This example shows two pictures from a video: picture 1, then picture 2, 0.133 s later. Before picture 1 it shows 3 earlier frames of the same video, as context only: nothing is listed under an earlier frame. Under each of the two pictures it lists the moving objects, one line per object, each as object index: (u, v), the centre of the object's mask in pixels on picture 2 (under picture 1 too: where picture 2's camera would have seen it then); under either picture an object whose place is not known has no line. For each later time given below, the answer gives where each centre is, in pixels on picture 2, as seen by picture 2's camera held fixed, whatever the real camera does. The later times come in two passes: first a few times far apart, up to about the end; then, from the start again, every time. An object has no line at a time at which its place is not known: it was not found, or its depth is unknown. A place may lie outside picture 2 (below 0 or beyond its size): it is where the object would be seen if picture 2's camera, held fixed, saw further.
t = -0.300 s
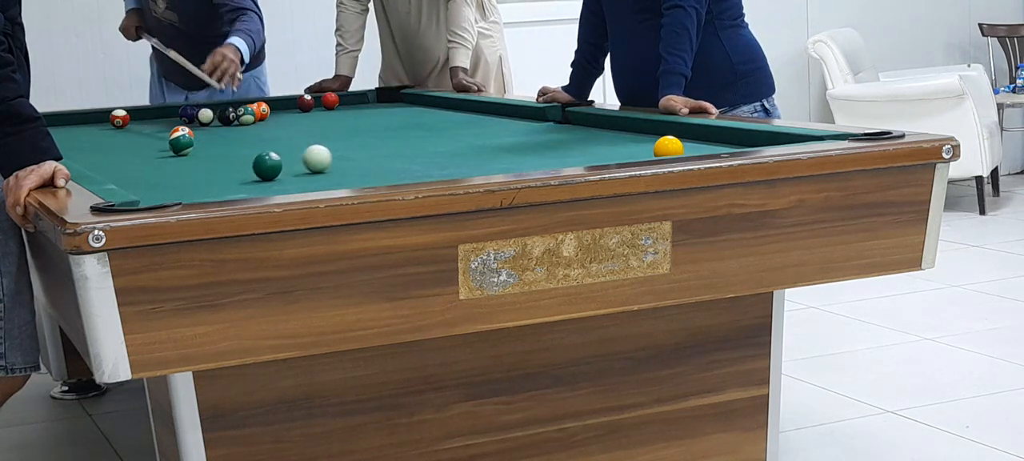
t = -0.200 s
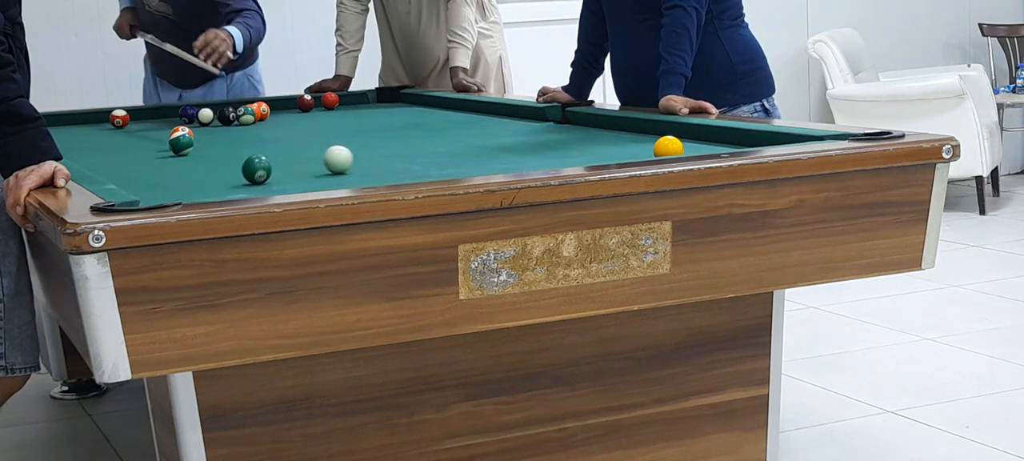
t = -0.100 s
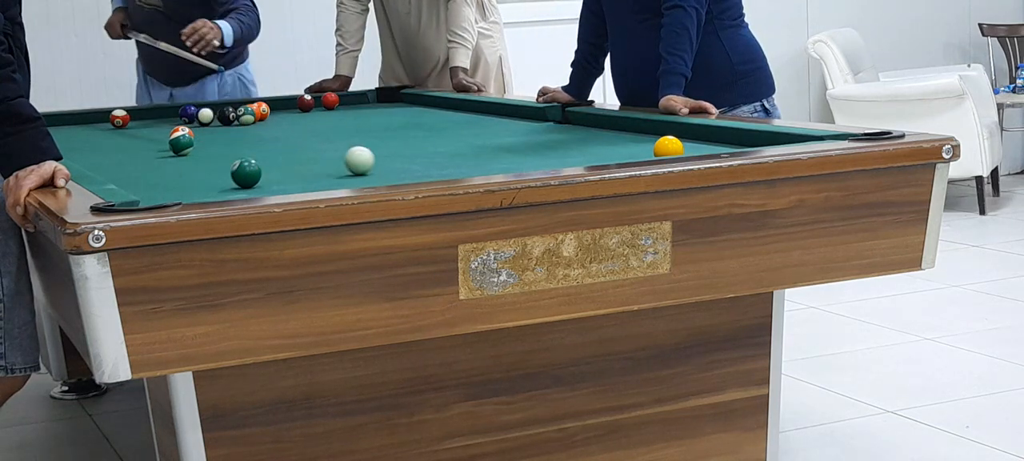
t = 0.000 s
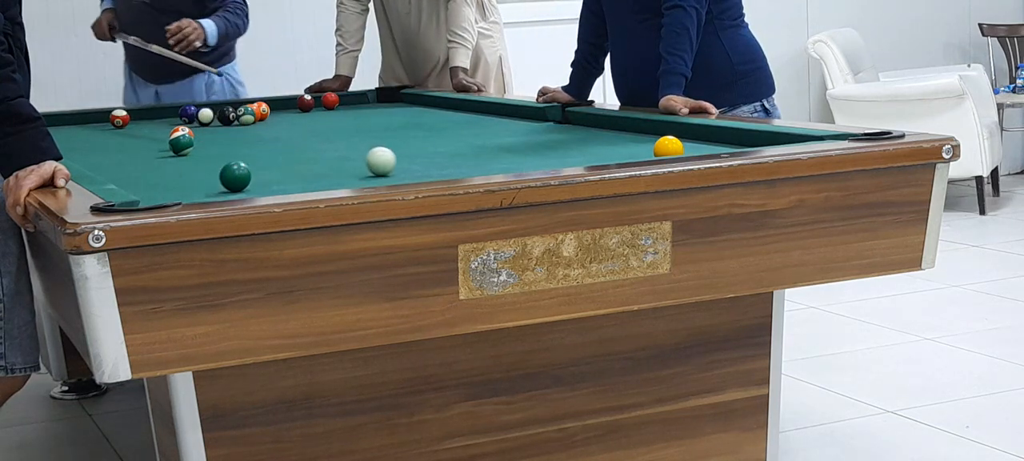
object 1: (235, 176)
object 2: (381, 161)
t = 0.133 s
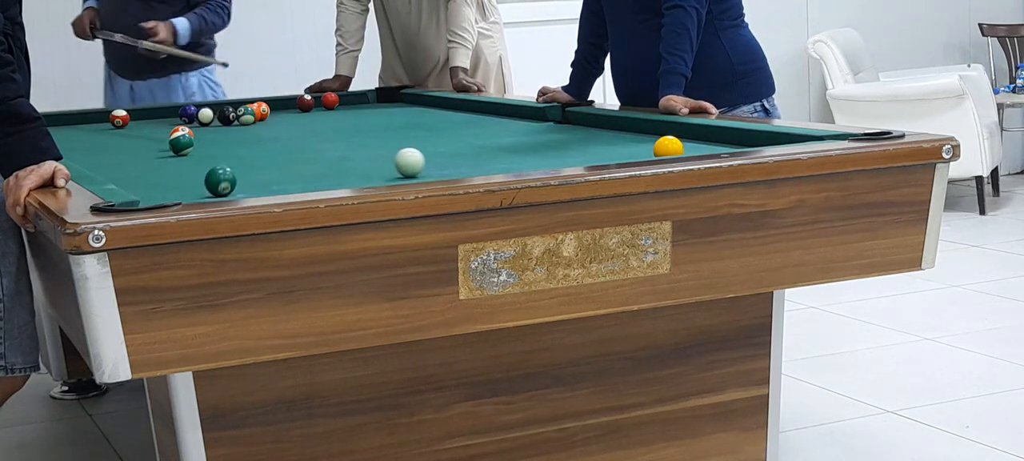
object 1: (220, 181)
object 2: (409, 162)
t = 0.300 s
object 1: (201, 186)
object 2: (445, 163)
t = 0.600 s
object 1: (166, 193)
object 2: (510, 162)
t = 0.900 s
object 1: (170, 195)
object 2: (575, 160)
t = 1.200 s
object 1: (199, 194)
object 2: (591, 158)
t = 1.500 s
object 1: (220, 193)
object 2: (593, 156)
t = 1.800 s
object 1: (232, 191)
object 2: (595, 154)
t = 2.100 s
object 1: (239, 190)
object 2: (597, 152)
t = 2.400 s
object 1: (243, 189)
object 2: (598, 151)
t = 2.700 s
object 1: (243, 189)
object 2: (600, 149)
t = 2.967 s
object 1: (242, 189)
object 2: (602, 148)
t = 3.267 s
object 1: (243, 189)
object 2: (605, 148)
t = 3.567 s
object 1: (243, 189)
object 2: (607, 148)
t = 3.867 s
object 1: (242, 189)
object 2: (607, 148)
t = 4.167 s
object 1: (242, 189)
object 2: (607, 148)
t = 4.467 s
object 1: (243, 189)
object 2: (607, 148)
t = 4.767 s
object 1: (242, 189)
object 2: (607, 148)
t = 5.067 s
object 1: (242, 189)
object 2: (607, 148)
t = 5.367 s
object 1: (242, 189)
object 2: (607, 148)
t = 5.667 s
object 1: (243, 189)
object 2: (607, 148)
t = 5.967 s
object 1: (243, 189)
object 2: (607, 147)
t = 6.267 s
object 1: (243, 189)
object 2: (607, 148)
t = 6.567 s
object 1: (243, 189)
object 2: (607, 148)
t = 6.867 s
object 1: (243, 189)
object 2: (607, 148)
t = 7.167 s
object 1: (243, 189)
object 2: (607, 148)
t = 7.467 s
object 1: (243, 189)
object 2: (607, 148)
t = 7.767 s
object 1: (243, 189)
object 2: (607, 148)
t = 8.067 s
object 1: (243, 189)
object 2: (607, 148)
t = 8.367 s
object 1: (243, 189)
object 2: (607, 148)
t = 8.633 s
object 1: (243, 189)
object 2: (607, 148)
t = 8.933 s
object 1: (243, 189)
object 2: (607, 148)
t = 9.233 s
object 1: (243, 189)
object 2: (607, 148)
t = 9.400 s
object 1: (243, 189)
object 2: (607, 148)
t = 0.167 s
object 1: (216, 182)
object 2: (416, 163)
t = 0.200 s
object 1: (213, 182)
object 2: (424, 163)
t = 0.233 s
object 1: (209, 183)
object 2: (431, 163)
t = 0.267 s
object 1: (205, 185)
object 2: (438, 163)
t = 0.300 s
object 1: (201, 186)
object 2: (445, 163)
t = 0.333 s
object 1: (198, 186)
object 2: (452, 163)
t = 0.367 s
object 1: (194, 187)
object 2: (460, 163)
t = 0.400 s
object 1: (190, 188)
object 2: (467, 163)
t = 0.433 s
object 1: (186, 189)
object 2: (474, 163)
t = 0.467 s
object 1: (182, 190)
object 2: (481, 162)
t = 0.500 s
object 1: (178, 191)
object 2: (488, 162)
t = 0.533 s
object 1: (174, 192)
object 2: (495, 162)
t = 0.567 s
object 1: (170, 192)
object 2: (503, 162)
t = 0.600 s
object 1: (166, 193)
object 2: (510, 162)
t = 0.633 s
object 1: (161, 194)
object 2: (517, 162)
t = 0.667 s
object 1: (157, 195)
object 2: (524, 162)
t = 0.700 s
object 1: (154, 196)
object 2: (532, 162)
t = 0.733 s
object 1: (154, 196)
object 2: (539, 161)
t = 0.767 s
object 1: (156, 196)
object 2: (546, 161)
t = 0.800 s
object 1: (159, 196)
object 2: (553, 161)
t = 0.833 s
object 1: (163, 196)
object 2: (560, 160)
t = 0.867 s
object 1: (166, 196)
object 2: (567, 160)
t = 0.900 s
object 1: (170, 195)
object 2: (575, 160)
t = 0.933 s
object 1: (173, 195)
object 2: (582, 160)
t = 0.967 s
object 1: (177, 195)
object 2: (587, 160)
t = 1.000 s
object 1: (181, 195)
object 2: (588, 159)
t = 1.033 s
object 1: (183, 195)
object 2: (588, 159)
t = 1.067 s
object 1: (187, 195)
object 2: (589, 159)
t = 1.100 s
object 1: (190, 195)
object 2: (589, 159)
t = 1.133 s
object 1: (193, 195)
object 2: (589, 159)
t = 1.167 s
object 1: (196, 195)
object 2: (590, 158)
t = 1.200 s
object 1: (199, 194)
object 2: (591, 158)
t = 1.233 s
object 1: (203, 195)
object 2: (591, 158)
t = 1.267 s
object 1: (206, 194)
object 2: (591, 158)
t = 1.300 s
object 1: (210, 194)
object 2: (592, 157)
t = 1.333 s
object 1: (212, 194)
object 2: (592, 157)
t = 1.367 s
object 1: (213, 194)
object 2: (592, 157)
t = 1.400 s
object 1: (214, 193)
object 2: (592, 157)
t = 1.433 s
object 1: (216, 193)
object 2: (593, 156)
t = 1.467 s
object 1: (218, 193)
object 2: (593, 156)
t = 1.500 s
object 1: (220, 193)
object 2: (593, 156)
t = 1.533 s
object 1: (222, 193)
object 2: (593, 156)
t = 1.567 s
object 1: (223, 192)
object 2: (594, 156)
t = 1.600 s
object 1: (225, 192)
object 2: (594, 155)
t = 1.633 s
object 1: (226, 192)
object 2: (594, 155)
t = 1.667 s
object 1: (227, 192)
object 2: (595, 155)
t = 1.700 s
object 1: (229, 191)
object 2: (595, 155)
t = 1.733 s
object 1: (230, 191)
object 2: (595, 155)
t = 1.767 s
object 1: (231, 191)
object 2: (595, 154)
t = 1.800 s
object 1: (232, 191)
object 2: (595, 154)
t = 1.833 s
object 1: (233, 191)
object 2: (595, 154)
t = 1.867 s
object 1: (234, 191)
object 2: (595, 154)
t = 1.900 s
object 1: (234, 191)
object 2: (596, 153)
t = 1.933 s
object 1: (235, 190)
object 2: (596, 153)
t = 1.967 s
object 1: (236, 190)
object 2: (596, 153)
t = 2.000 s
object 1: (237, 190)
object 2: (596, 153)
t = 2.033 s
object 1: (237, 190)
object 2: (596, 153)
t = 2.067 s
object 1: (238, 190)
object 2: (597, 152)
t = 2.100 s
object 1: (239, 190)
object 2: (597, 152)
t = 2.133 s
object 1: (239, 190)
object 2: (597, 152)
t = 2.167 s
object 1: (240, 190)
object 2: (597, 152)
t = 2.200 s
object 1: (240, 190)
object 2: (597, 152)
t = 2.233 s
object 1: (240, 190)
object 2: (597, 151)
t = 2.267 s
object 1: (241, 190)
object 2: (597, 151)
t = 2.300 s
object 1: (241, 190)
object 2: (597, 151)
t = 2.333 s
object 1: (242, 190)
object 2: (598, 151)
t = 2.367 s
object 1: (242, 189)
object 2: (598, 151)
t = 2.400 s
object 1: (243, 189)
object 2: (598, 151)
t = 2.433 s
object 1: (243, 189)
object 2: (598, 150)
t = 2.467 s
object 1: (243, 189)
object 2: (598, 150)
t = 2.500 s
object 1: (244, 189)
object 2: (598, 150)
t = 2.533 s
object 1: (244, 189)
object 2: (599, 150)
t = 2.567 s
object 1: (244, 189)
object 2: (599, 150)
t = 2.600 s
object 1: (243, 189)
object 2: (599, 150)
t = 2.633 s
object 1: (243, 189)
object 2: (599, 150)
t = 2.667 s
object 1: (243, 189)
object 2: (599, 150)
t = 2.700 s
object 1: (243, 189)
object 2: (600, 149)
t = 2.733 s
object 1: (243, 189)
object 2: (600, 149)
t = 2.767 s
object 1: (242, 189)
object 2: (600, 149)
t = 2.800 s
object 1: (242, 189)
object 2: (600, 149)
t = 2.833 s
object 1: (242, 189)
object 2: (601, 149)
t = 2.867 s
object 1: (242, 189)
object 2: (601, 149)
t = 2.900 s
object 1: (242, 189)
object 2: (602, 149)
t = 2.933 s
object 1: (242, 189)
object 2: (602, 149)
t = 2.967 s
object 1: (242, 189)
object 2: (602, 148)
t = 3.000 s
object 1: (242, 189)
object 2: (603, 148)
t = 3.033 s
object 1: (242, 189)
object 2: (603, 148)
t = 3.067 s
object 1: (242, 189)
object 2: (603, 148)
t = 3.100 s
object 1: (242, 189)
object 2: (604, 148)
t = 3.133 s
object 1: (242, 189)
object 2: (604, 148)
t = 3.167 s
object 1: (243, 189)
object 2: (604, 148)
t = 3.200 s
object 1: (243, 189)
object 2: (605, 148)
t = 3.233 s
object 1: (243, 189)
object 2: (605, 148)
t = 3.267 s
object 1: (243, 189)
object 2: (605, 148)
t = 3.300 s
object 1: (242, 189)
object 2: (605, 148)
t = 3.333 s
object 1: (242, 189)
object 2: (606, 148)
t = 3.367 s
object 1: (242, 189)
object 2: (606, 148)
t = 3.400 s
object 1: (242, 189)
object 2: (606, 148)
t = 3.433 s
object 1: (242, 189)
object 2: (606, 148)
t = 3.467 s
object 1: (242, 189)
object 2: (607, 148)
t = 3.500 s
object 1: (243, 189)
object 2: (607, 148)
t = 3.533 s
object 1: (243, 189)
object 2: (607, 148)
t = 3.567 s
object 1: (243, 189)
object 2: (607, 148)
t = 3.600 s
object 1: (242, 189)
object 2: (607, 148)
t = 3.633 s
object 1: (242, 189)
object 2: (607, 148)
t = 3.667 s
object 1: (242, 189)
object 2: (607, 148)
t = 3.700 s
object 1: (242, 189)
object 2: (607, 148)
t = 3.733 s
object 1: (242, 189)
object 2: (607, 148)
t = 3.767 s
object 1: (242, 189)
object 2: (607, 148)
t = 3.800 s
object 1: (242, 189)
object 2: (607, 148)
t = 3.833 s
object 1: (242, 189)
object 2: (606, 148)
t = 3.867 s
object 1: (242, 189)
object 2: (607, 148)
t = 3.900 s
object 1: (242, 189)
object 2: (607, 148)
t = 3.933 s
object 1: (242, 189)
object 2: (607, 148)
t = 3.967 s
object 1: (242, 189)
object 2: (607, 148)
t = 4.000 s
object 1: (242, 189)
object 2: (607, 148)
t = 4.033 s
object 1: (242, 189)
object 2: (607, 148)
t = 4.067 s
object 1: (242, 189)
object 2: (607, 148)
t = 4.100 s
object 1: (243, 189)
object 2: (607, 148)
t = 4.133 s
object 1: (242, 189)
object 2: (607, 148)
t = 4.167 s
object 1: (242, 189)
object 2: (607, 148)
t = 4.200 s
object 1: (242, 189)
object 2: (607, 148)
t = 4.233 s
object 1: (242, 189)
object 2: (607, 148)
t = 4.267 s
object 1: (242, 189)
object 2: (607, 148)
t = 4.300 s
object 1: (242, 189)
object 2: (607, 148)
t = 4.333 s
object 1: (242, 189)
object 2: (607, 148)
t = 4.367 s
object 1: (242, 189)
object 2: (607, 148)
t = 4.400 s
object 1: (243, 189)
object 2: (607, 148)
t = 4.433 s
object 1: (243, 189)
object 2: (607, 148)
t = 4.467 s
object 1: (243, 189)
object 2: (607, 148)
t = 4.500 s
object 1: (243, 189)
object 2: (607, 148)
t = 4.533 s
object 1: (243, 189)
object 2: (607, 148)
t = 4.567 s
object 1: (242, 189)
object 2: (607, 148)
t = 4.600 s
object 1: (242, 189)
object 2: (607, 148)
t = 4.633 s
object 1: (242, 189)
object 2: (607, 148)
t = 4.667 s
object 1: (242, 189)
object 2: (607, 148)
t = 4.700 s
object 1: (242, 189)
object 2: (607, 148)
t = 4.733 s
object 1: (242, 189)
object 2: (607, 148)
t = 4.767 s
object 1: (242, 189)
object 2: (607, 148)
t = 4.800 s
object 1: (242, 189)
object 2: (607, 148)
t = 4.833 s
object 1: (242, 189)
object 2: (607, 148)
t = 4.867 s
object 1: (242, 189)
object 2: (607, 148)
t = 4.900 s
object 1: (242, 189)
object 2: (607, 148)
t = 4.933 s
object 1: (242, 189)
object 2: (607, 148)
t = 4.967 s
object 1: (242, 189)
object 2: (607, 148)
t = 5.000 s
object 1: (242, 189)
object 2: (607, 148)
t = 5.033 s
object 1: (242, 189)
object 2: (607, 148)
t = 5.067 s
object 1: (242, 189)
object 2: (607, 148)
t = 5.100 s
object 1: (242, 189)
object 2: (607, 148)
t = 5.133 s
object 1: (242, 189)
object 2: (607, 148)
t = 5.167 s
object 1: (242, 189)
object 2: (607, 148)
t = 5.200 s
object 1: (242, 189)
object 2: (607, 148)
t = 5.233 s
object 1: (242, 189)
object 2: (607, 148)
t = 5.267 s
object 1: (242, 189)
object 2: (607, 148)
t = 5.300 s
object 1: (242, 189)
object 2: (607, 148)
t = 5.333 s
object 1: (242, 189)
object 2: (607, 148)
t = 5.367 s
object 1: (242, 189)
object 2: (607, 148)
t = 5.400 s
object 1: (242, 189)
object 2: (607, 148)
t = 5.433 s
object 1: (242, 189)
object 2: (607, 148)
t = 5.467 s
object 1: (242, 189)
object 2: (607, 148)
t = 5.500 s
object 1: (242, 189)
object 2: (607, 148)
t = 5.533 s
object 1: (243, 189)
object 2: (607, 148)
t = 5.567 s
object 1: (243, 189)
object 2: (607, 148)
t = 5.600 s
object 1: (243, 189)
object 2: (607, 148)
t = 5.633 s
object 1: (242, 189)
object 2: (607, 148)
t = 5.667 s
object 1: (243, 189)
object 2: (607, 148)
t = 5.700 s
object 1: (243, 189)
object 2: (607, 148)
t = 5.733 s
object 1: (243, 189)
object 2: (607, 148)
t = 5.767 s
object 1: (243, 189)
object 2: (607, 148)
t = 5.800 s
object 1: (243, 189)
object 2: (607, 148)
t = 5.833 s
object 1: (243, 189)
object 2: (607, 148)
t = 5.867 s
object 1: (243, 189)
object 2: (607, 148)
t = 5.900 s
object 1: (243, 189)
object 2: (607, 148)
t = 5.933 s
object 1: (243, 189)
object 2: (607, 147)
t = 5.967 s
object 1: (243, 189)
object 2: (607, 147)
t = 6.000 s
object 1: (243, 189)
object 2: (607, 147)
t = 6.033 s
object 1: (243, 189)
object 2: (607, 148)
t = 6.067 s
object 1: (243, 189)
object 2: (607, 148)
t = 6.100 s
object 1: (243, 189)
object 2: (607, 148)
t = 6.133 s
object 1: (243, 189)
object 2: (607, 148)
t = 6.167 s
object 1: (243, 189)
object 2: (607, 148)
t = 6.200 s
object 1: (243, 189)
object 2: (607, 148)
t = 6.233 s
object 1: (243, 189)
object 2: (607, 148)
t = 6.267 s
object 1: (243, 189)
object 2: (607, 148)
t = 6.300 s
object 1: (243, 189)
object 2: (607, 148)
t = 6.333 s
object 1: (243, 189)
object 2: (607, 148)
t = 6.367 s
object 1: (243, 189)
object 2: (607, 148)
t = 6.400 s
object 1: (243, 189)
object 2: (607, 148)
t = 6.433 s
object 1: (243, 189)
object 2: (607, 148)
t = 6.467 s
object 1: (243, 189)
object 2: (607, 148)
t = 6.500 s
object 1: (243, 189)
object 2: (607, 148)
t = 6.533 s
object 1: (243, 189)
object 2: (607, 148)
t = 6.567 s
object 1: (243, 189)
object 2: (607, 148)
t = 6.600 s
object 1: (243, 189)
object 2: (607, 148)
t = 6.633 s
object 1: (243, 189)
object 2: (607, 148)
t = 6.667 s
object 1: (243, 189)
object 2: (607, 148)
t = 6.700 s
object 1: (243, 189)
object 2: (607, 148)
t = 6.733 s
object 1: (243, 189)
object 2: (607, 148)
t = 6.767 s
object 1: (243, 189)
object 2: (607, 148)
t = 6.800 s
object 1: (243, 189)
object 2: (607, 148)
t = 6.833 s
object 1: (243, 189)
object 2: (607, 148)
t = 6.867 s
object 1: (243, 189)
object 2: (607, 148)
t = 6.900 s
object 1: (243, 189)
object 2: (607, 148)
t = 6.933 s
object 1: (243, 189)
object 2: (607, 148)
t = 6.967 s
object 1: (243, 189)
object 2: (607, 148)
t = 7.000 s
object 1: (243, 189)
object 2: (607, 148)
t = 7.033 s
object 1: (243, 189)
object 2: (607, 148)
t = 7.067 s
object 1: (243, 189)
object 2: (607, 148)
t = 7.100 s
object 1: (243, 189)
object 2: (607, 148)
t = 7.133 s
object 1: (243, 189)
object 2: (607, 148)
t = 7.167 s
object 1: (243, 189)
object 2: (607, 148)
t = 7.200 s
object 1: (243, 189)
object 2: (607, 148)
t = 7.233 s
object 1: (243, 189)
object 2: (607, 148)
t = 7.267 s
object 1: (243, 189)
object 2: (607, 148)
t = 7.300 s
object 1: (243, 189)
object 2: (607, 148)
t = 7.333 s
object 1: (243, 189)
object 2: (607, 148)
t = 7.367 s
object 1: (243, 189)
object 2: (607, 148)
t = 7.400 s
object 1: (243, 189)
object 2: (607, 148)
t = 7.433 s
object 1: (243, 189)
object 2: (607, 148)
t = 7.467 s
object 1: (243, 189)
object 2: (607, 148)
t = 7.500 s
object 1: (243, 189)
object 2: (607, 148)
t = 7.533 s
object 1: (243, 189)
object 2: (607, 148)
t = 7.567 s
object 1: (243, 189)
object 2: (607, 148)
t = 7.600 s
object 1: (243, 189)
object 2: (607, 148)
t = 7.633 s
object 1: (243, 189)
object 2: (607, 148)
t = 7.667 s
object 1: (243, 189)
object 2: (607, 148)
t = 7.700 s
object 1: (243, 189)
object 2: (607, 148)
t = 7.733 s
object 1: (243, 189)
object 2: (607, 148)
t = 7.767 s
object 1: (243, 189)
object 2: (607, 148)
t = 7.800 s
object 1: (243, 189)
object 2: (607, 148)
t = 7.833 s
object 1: (243, 189)
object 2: (607, 148)
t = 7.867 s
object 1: (243, 189)
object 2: (607, 148)
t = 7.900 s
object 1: (243, 189)
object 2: (607, 148)
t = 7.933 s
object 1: (242, 189)
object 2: (607, 148)
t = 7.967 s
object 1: (242, 189)
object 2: (607, 147)
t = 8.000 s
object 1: (243, 189)
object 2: (607, 148)
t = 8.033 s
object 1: (242, 189)
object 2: (607, 147)
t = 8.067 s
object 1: (243, 189)
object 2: (607, 148)
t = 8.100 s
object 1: (243, 189)
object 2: (607, 148)
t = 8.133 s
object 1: (243, 189)
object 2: (607, 148)
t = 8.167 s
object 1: (243, 189)
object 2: (607, 148)
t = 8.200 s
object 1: (243, 189)
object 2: (607, 148)
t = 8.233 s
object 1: (243, 189)
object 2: (607, 148)
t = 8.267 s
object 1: (243, 189)
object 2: (607, 148)
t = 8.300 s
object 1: (243, 189)
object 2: (607, 148)
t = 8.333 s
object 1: (243, 189)
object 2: (607, 148)
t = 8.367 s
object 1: (243, 189)
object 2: (607, 148)
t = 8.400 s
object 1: (243, 189)
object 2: (607, 148)
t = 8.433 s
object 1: (243, 189)
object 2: (607, 148)
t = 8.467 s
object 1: (243, 189)
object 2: (607, 148)
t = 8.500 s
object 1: (243, 189)
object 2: (607, 148)
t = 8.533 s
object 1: (243, 189)
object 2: (607, 147)
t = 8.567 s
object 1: (243, 189)
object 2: (607, 148)
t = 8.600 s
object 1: (243, 189)
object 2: (607, 147)
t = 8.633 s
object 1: (243, 189)
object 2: (607, 148)
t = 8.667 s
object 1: (242, 189)
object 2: (607, 148)
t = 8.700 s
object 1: (243, 189)
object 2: (607, 148)
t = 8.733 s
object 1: (243, 189)
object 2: (607, 148)
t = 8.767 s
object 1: (243, 189)
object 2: (607, 148)
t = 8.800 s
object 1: (243, 189)
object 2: (607, 148)
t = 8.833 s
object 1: (243, 189)
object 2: (607, 148)
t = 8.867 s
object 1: (243, 189)
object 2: (607, 147)
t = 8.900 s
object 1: (243, 189)
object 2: (607, 148)
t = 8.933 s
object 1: (243, 189)
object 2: (607, 148)
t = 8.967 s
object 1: (243, 189)
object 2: (607, 148)
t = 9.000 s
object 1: (243, 189)
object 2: (607, 148)
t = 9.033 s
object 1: (243, 189)
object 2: (607, 148)
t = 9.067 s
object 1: (243, 189)
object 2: (607, 148)
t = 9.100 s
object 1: (243, 189)
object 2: (607, 148)
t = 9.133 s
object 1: (243, 189)
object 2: (607, 148)
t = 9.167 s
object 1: (243, 189)
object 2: (607, 148)
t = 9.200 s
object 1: (243, 189)
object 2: (607, 148)
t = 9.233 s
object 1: (243, 189)
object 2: (607, 148)
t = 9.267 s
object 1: (243, 189)
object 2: (607, 148)
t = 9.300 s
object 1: (243, 189)
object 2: (607, 148)
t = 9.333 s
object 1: (242, 189)
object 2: (607, 148)
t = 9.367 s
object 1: (243, 189)
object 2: (607, 148)
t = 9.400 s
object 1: (243, 189)
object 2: (607, 148)
